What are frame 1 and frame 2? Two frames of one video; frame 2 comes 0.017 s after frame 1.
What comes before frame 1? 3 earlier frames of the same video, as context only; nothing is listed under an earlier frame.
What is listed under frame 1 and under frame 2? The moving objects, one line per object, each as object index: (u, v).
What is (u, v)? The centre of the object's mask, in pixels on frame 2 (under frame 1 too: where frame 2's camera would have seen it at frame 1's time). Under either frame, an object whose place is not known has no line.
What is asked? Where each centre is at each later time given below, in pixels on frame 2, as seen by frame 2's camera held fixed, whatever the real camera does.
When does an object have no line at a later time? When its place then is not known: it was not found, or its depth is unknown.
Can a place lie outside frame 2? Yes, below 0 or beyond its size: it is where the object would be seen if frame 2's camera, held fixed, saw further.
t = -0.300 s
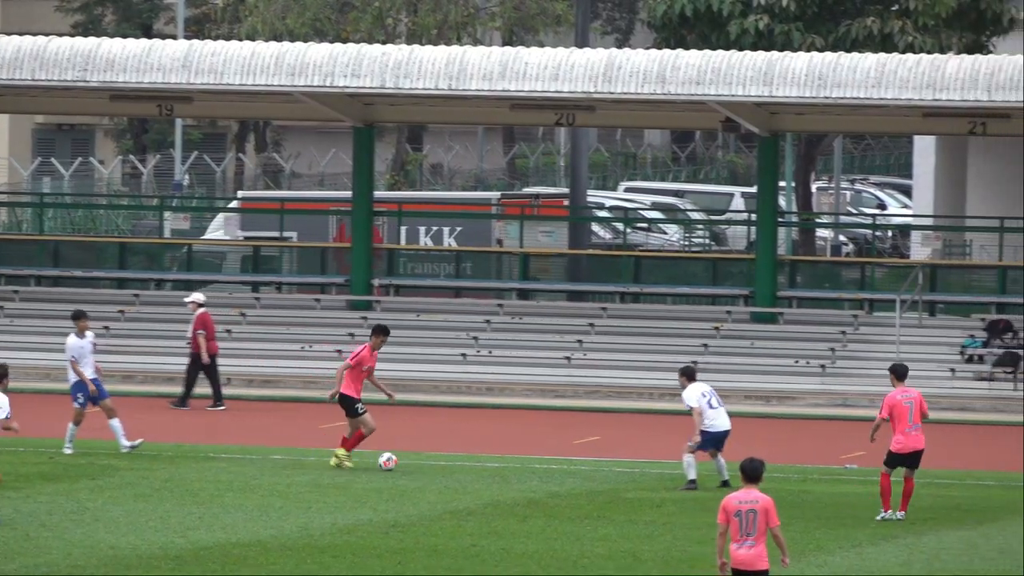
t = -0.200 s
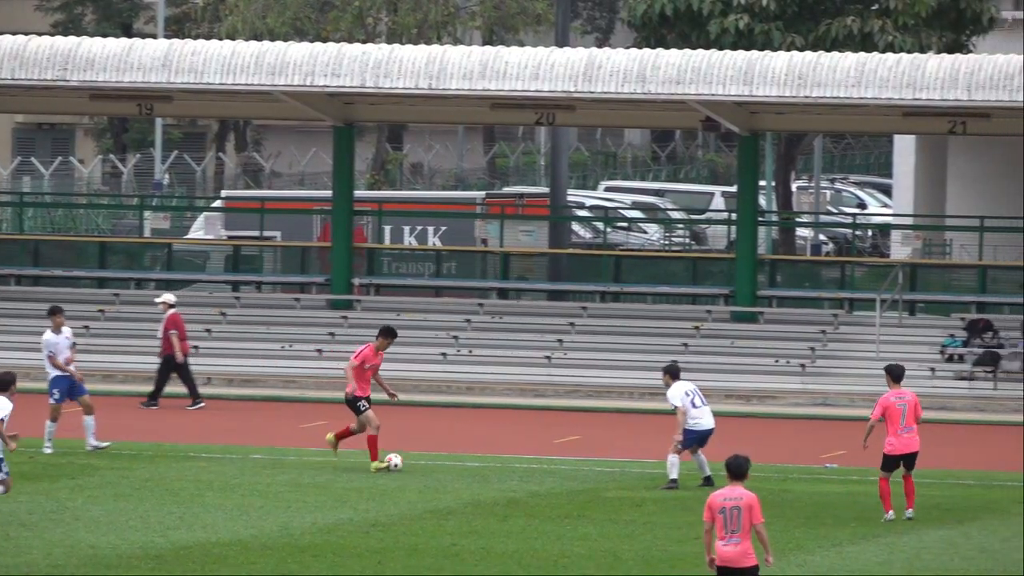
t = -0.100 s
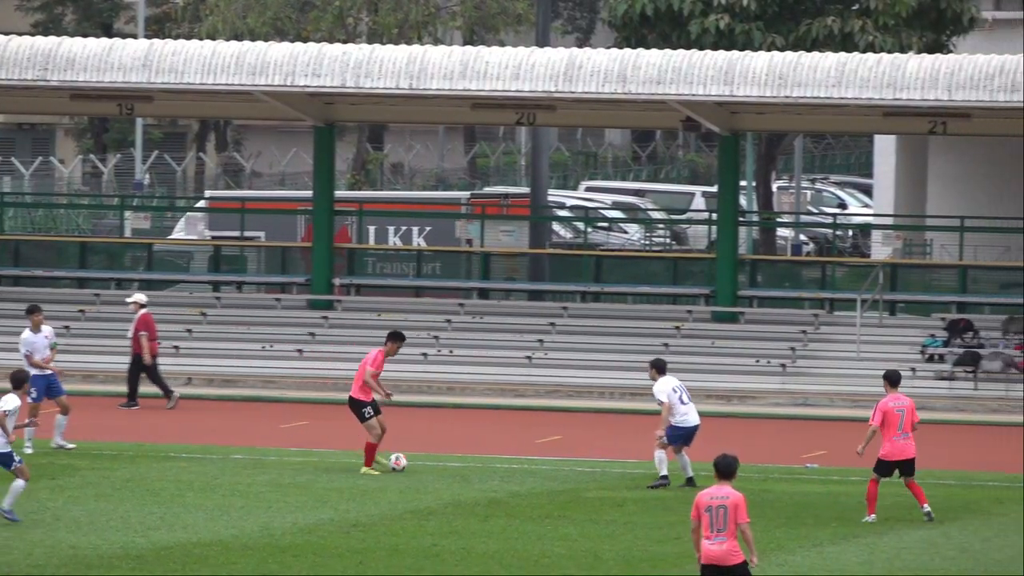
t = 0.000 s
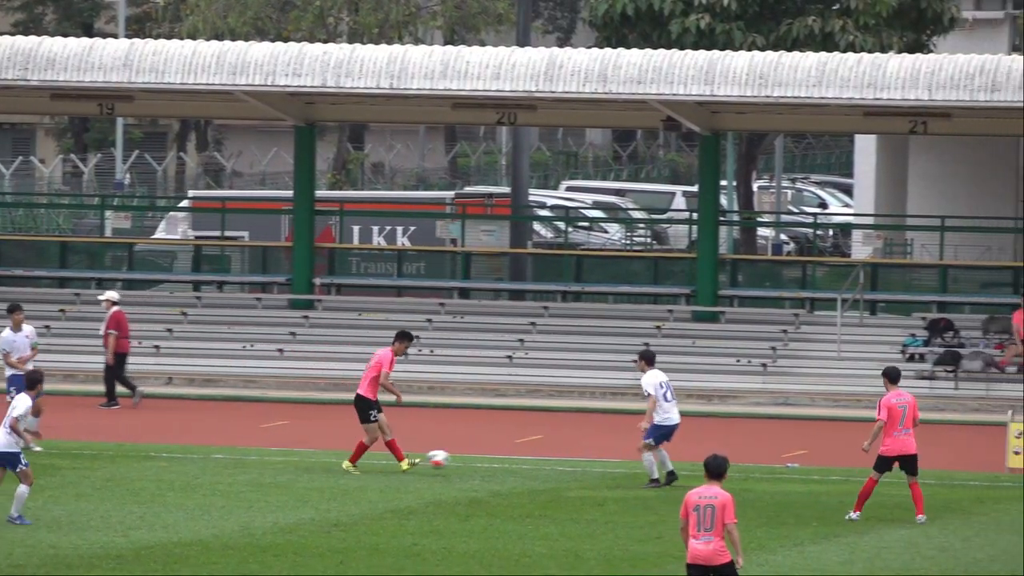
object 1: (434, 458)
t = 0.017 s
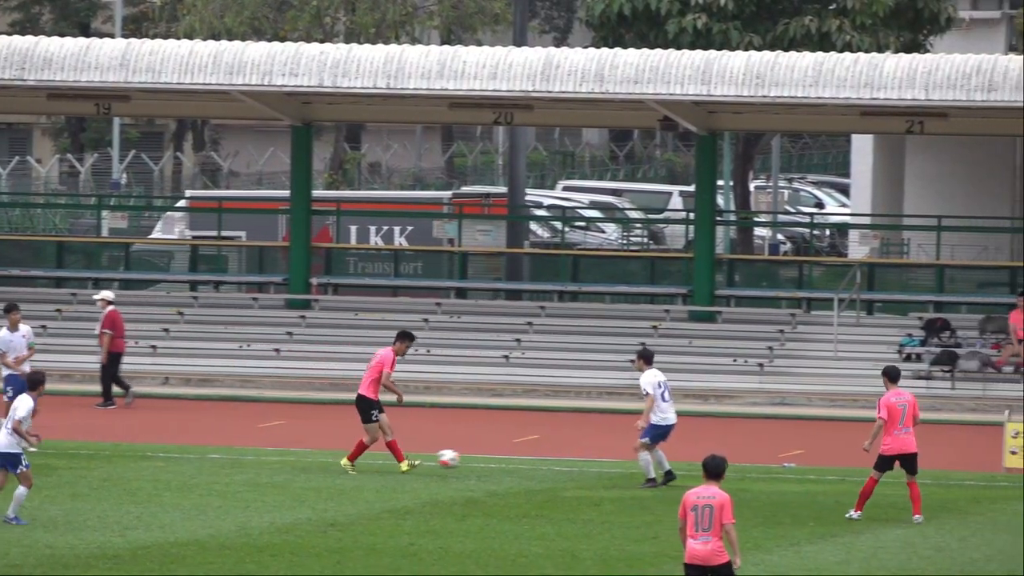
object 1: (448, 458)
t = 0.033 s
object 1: (461, 458)
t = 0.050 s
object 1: (474, 458)
